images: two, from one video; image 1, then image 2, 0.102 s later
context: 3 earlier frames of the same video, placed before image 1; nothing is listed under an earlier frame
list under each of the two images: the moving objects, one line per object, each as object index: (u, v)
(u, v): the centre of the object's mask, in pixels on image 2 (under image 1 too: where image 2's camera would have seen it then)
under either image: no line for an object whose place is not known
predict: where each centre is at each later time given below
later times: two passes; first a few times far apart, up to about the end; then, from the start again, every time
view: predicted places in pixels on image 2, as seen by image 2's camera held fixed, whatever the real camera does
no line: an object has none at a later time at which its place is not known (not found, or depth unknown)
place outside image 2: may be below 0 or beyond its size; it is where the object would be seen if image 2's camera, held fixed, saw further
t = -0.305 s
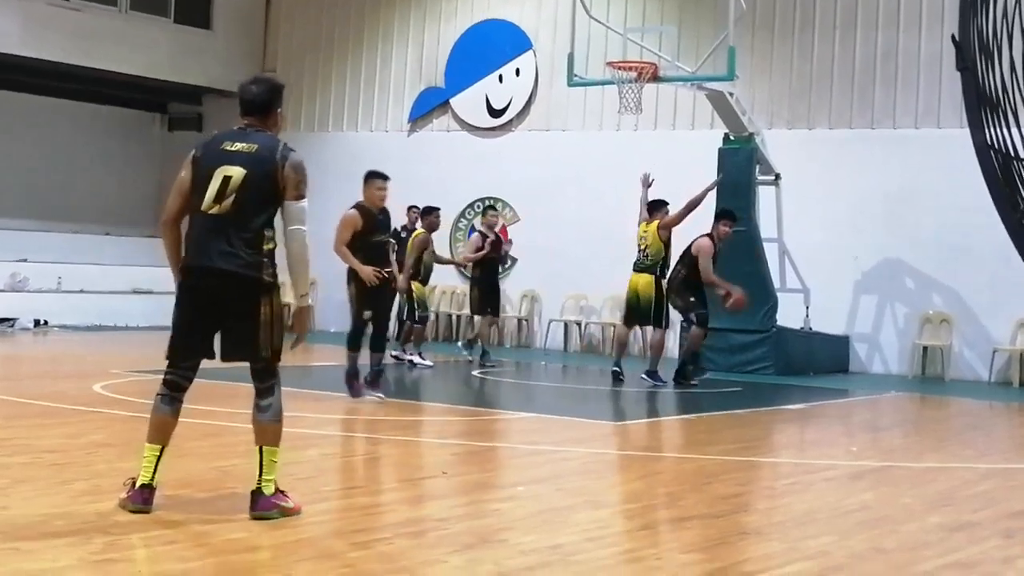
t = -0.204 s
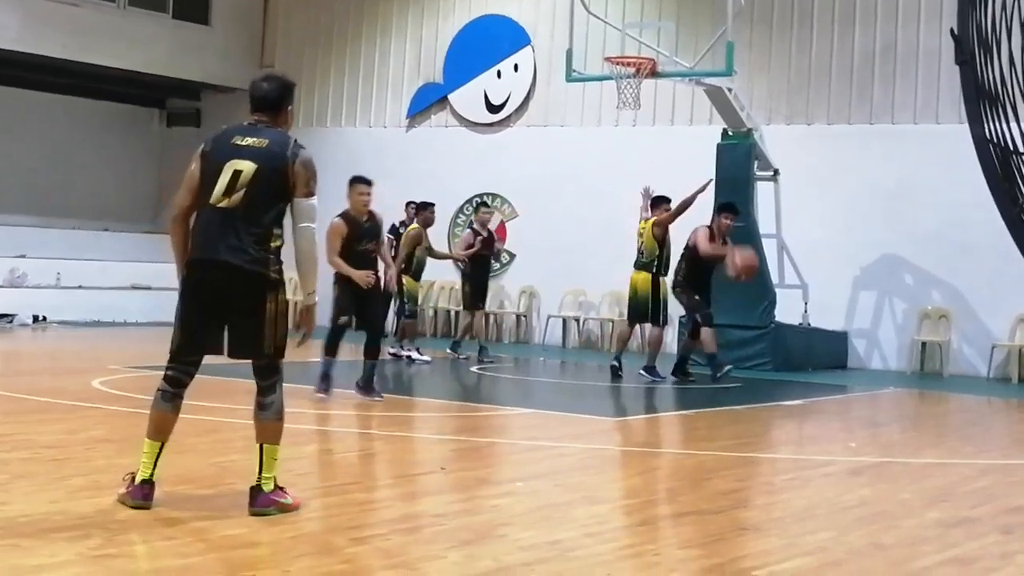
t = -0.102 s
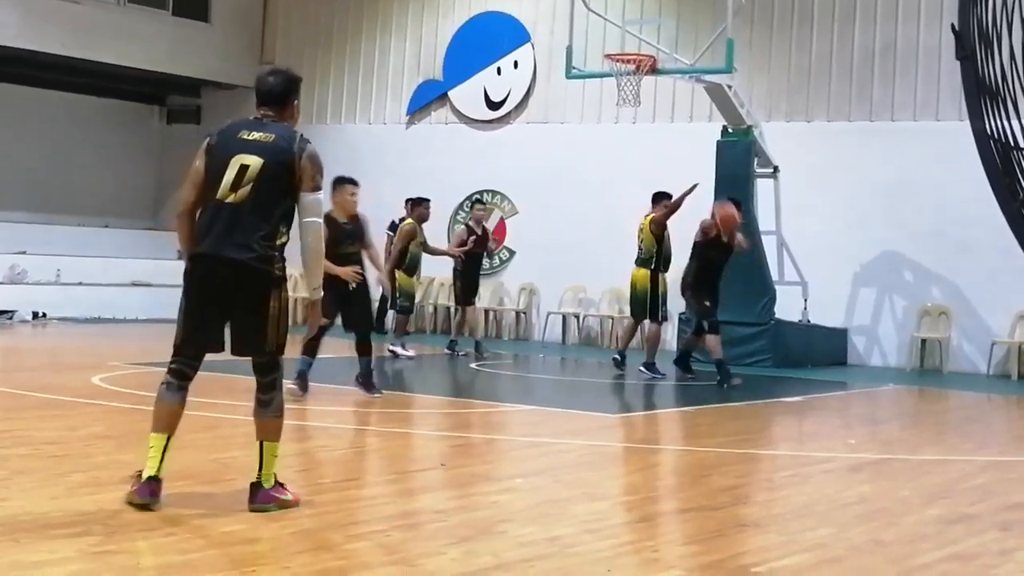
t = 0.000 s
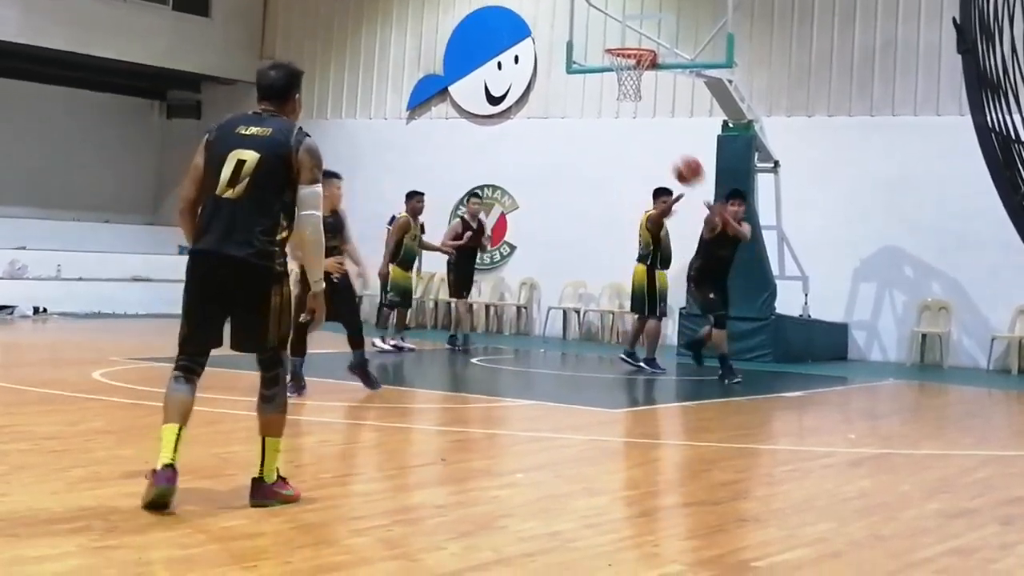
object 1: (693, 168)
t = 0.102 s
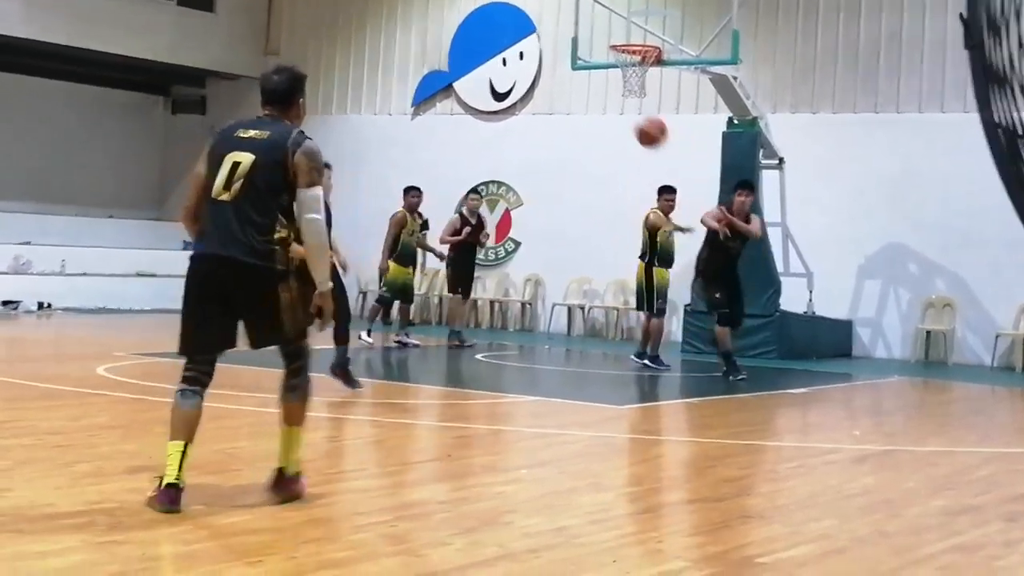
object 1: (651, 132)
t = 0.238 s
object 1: (583, 98)
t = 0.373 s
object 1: (500, 82)
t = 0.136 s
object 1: (635, 122)
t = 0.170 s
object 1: (619, 113)
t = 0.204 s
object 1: (603, 104)
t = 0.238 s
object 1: (583, 98)
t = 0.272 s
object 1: (564, 91)
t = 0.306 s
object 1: (546, 87)
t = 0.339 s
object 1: (524, 82)
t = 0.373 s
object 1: (500, 82)
